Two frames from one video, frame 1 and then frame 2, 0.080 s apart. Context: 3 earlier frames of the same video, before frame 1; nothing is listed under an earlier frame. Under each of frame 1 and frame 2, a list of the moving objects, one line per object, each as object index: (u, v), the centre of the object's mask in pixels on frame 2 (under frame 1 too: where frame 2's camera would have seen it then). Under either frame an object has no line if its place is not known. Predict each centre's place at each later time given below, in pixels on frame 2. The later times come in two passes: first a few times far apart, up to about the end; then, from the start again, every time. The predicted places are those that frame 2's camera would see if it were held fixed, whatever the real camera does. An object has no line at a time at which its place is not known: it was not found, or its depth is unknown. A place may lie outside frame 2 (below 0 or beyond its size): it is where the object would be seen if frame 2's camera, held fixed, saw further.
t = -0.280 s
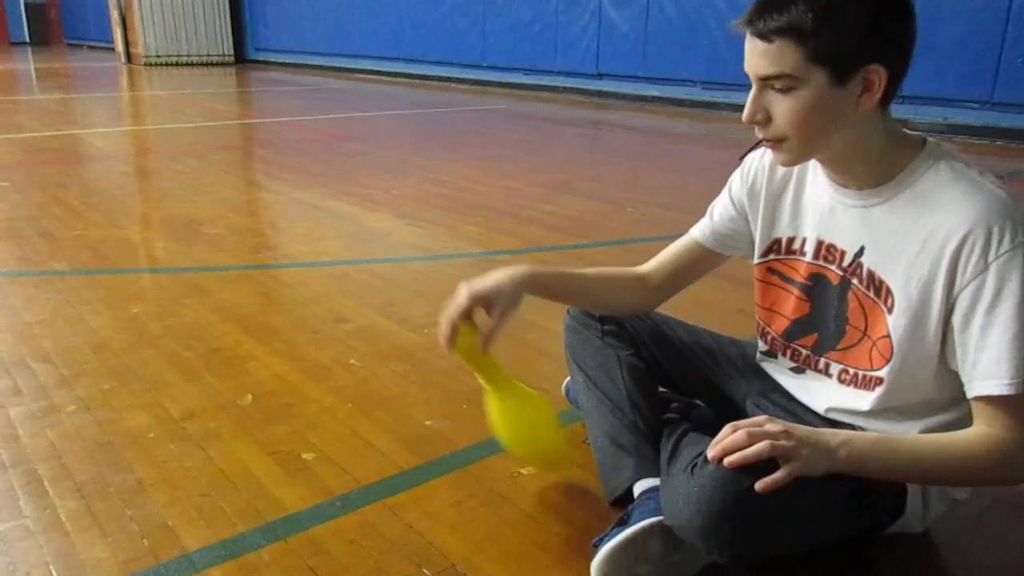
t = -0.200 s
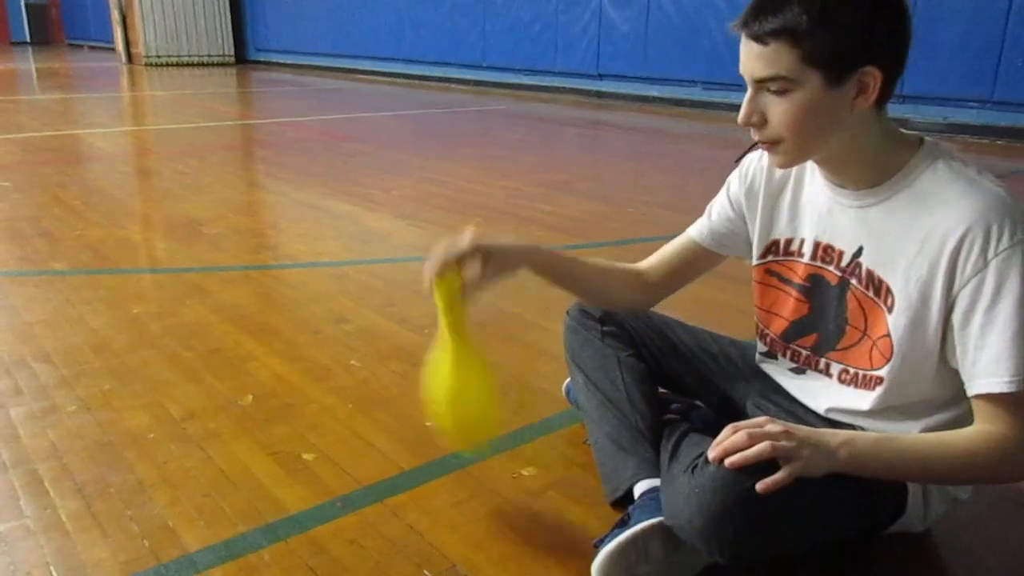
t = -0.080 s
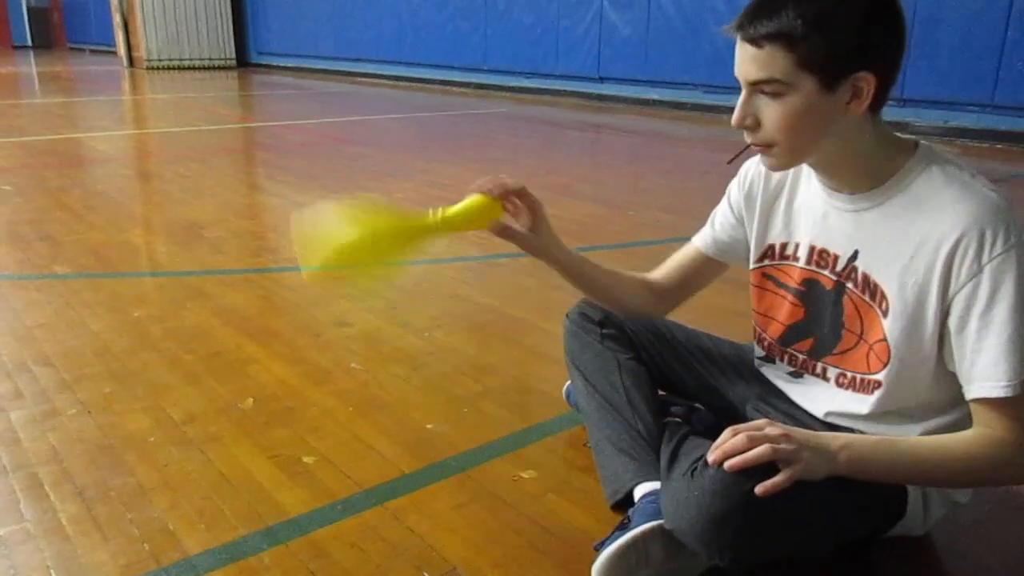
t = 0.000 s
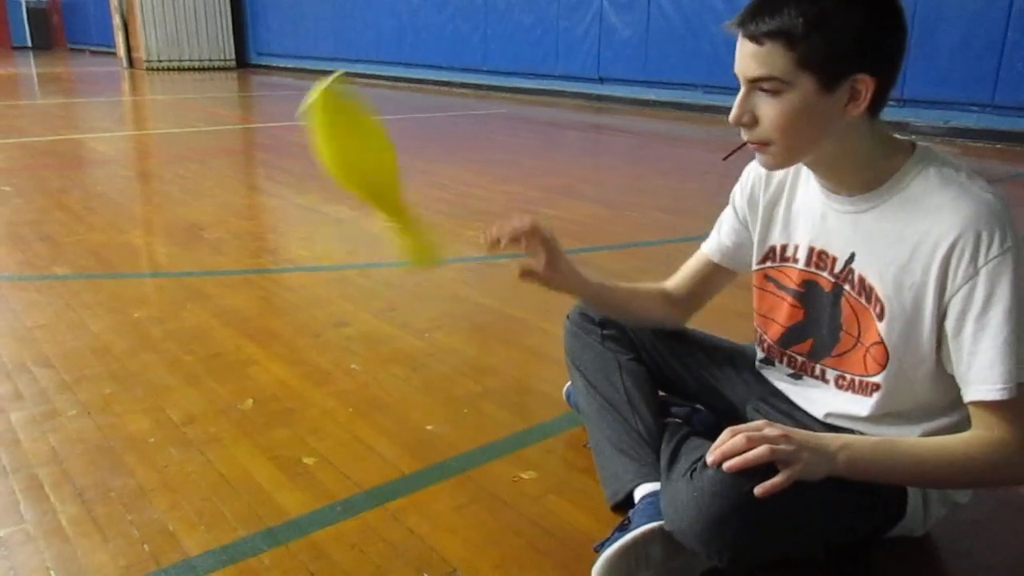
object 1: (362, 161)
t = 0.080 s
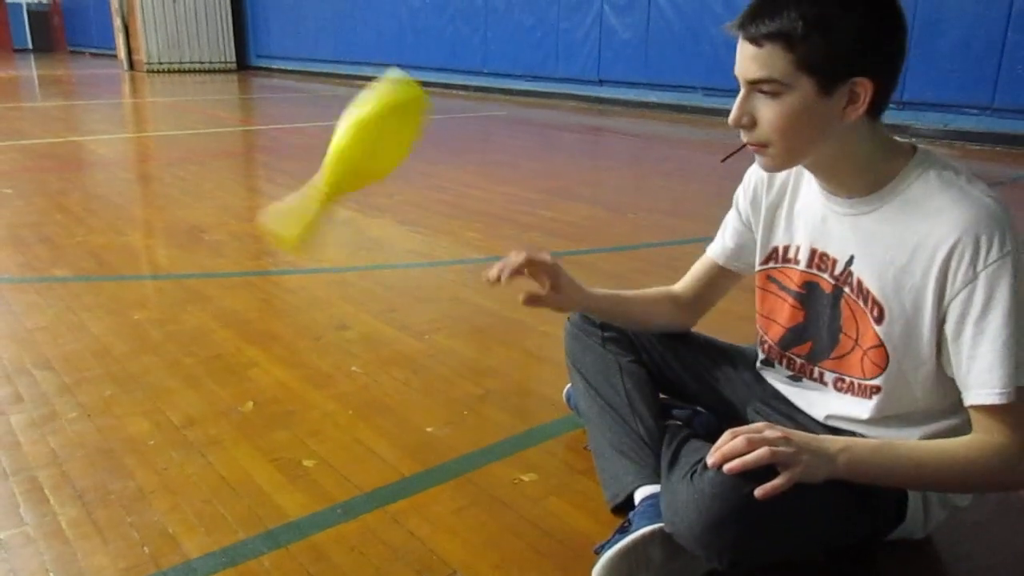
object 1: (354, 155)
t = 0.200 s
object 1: (327, 223)
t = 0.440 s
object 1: (269, 460)
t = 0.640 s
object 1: (182, 461)
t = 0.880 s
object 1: (93, 499)
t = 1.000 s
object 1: (51, 503)
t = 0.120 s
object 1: (345, 167)
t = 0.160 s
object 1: (338, 190)
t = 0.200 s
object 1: (327, 223)
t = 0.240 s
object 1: (319, 264)
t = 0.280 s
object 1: (315, 315)
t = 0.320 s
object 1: (314, 372)
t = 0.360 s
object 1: (304, 439)
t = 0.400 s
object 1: (282, 478)
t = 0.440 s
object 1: (269, 460)
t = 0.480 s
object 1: (250, 441)
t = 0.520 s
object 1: (235, 433)
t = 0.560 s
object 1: (216, 433)
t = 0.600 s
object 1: (205, 442)
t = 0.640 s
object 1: (182, 461)
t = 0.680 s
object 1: (169, 492)
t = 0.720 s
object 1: (152, 533)
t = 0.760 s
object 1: (138, 527)
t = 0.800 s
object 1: (117, 512)
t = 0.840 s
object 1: (104, 504)
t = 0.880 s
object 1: (93, 499)
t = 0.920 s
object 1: (77, 497)
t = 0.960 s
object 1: (63, 501)
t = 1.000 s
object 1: (51, 503)
